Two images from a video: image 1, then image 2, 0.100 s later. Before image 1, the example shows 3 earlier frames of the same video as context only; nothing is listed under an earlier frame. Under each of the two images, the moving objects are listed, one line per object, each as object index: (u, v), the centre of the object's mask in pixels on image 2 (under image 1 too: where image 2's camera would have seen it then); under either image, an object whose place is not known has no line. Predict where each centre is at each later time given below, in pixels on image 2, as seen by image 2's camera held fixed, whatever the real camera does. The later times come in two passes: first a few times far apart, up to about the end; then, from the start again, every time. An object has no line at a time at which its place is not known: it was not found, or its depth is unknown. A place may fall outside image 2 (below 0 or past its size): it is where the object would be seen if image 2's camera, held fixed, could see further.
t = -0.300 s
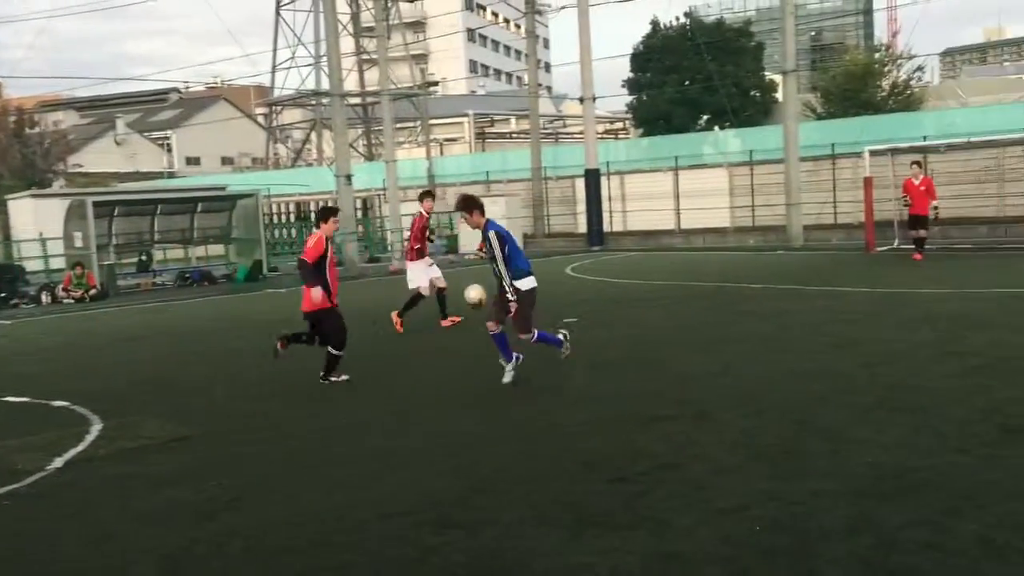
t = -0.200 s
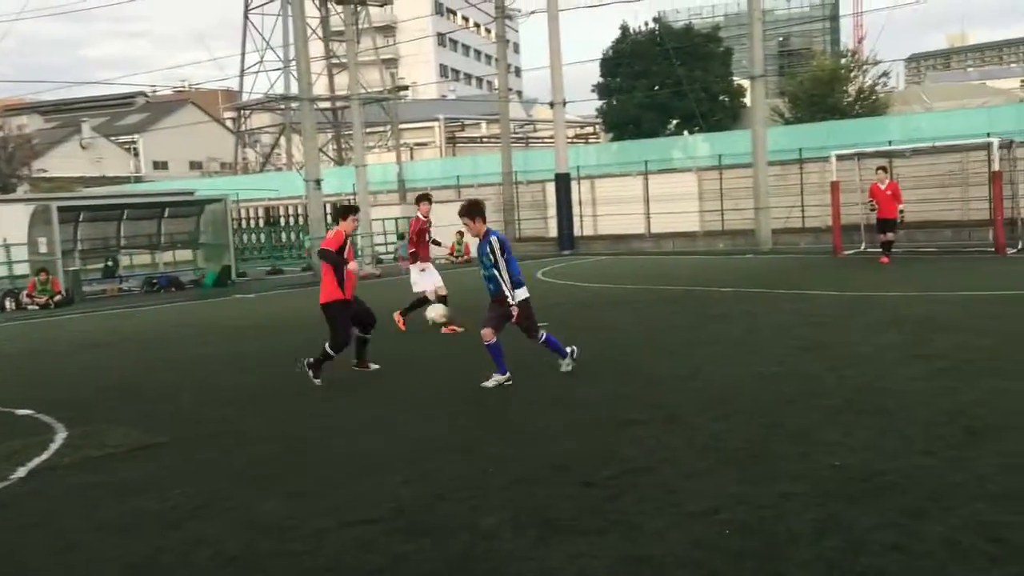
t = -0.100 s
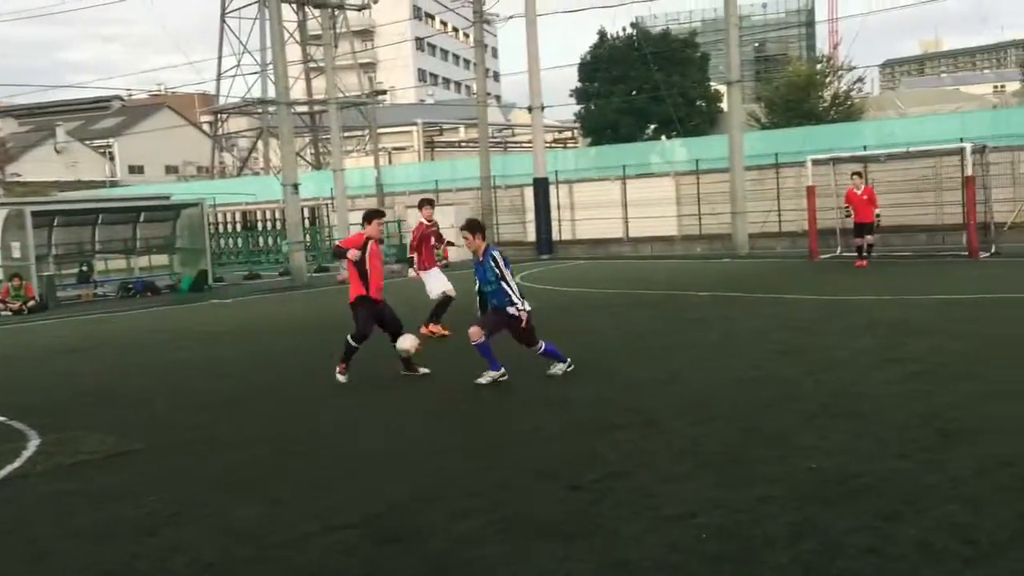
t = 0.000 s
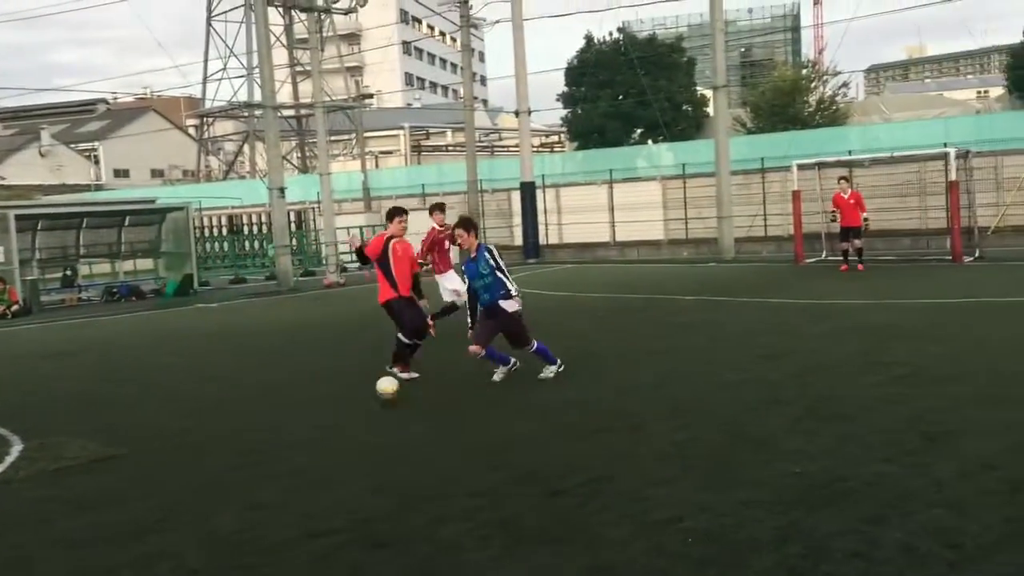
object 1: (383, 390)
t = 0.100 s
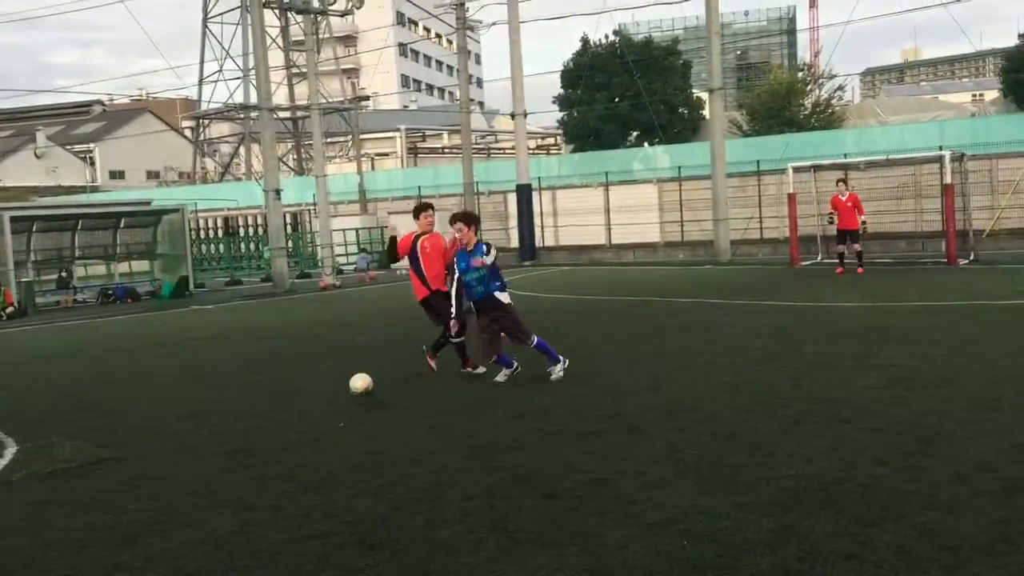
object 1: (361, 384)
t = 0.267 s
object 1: (322, 384)
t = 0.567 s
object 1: (257, 404)
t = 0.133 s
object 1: (352, 381)
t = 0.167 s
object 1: (345, 380)
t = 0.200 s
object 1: (338, 380)
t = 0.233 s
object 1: (329, 381)
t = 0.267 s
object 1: (322, 384)
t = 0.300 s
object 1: (314, 388)
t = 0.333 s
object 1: (307, 393)
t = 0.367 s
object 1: (300, 400)
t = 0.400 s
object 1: (293, 400)
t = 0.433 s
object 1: (285, 398)
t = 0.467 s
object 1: (278, 399)
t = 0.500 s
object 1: (270, 399)
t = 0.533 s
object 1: (264, 402)
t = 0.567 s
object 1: (257, 404)
